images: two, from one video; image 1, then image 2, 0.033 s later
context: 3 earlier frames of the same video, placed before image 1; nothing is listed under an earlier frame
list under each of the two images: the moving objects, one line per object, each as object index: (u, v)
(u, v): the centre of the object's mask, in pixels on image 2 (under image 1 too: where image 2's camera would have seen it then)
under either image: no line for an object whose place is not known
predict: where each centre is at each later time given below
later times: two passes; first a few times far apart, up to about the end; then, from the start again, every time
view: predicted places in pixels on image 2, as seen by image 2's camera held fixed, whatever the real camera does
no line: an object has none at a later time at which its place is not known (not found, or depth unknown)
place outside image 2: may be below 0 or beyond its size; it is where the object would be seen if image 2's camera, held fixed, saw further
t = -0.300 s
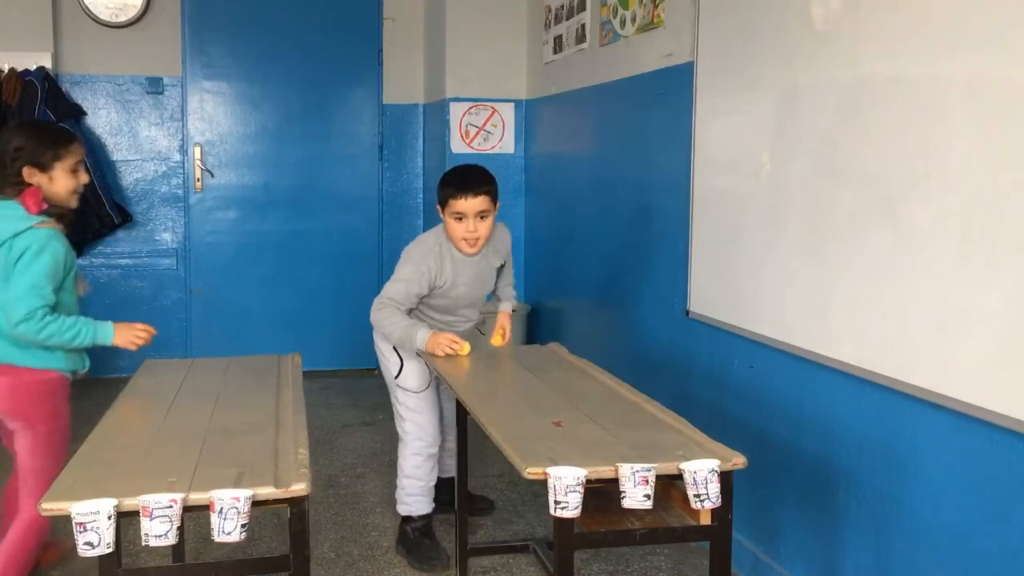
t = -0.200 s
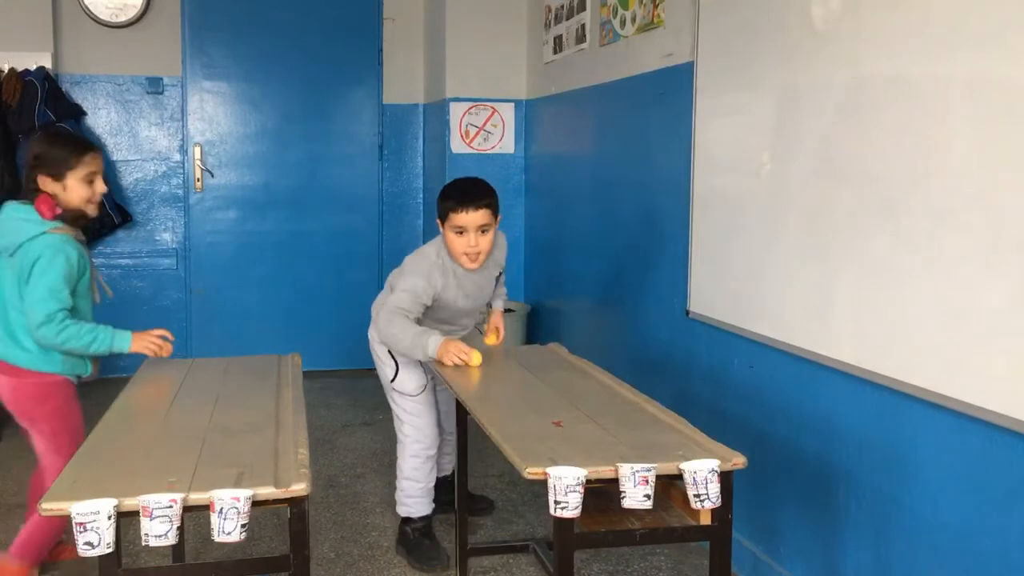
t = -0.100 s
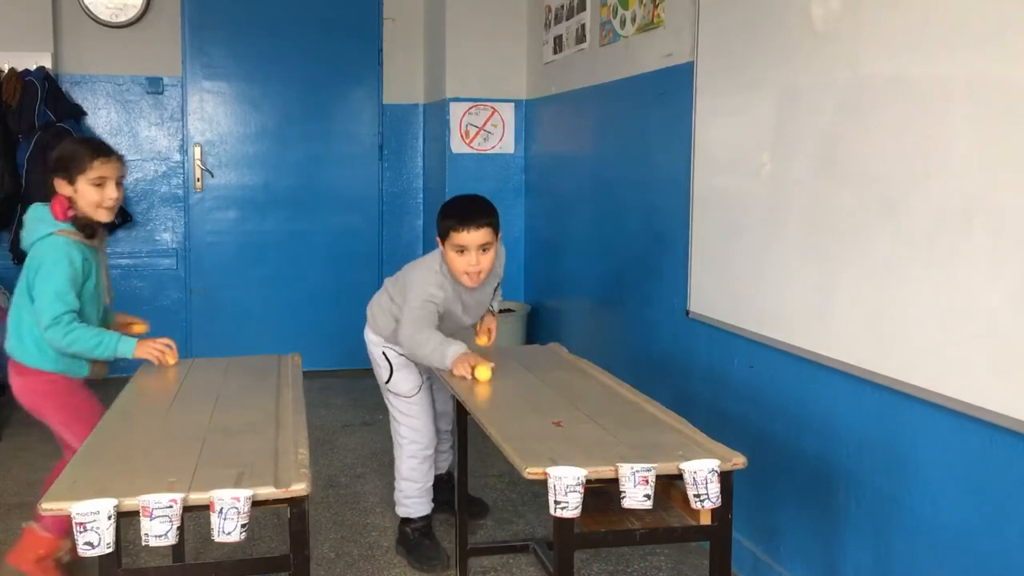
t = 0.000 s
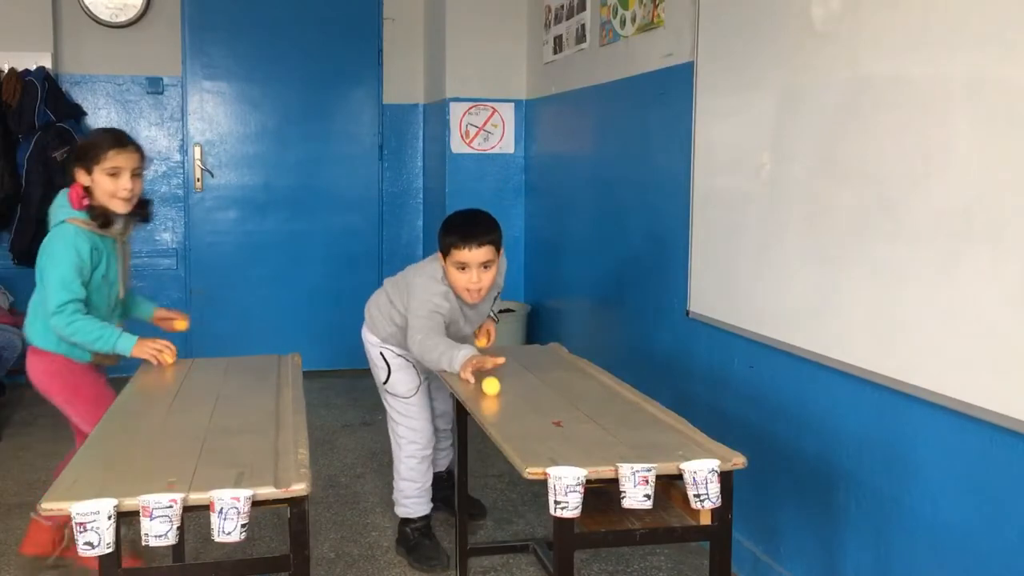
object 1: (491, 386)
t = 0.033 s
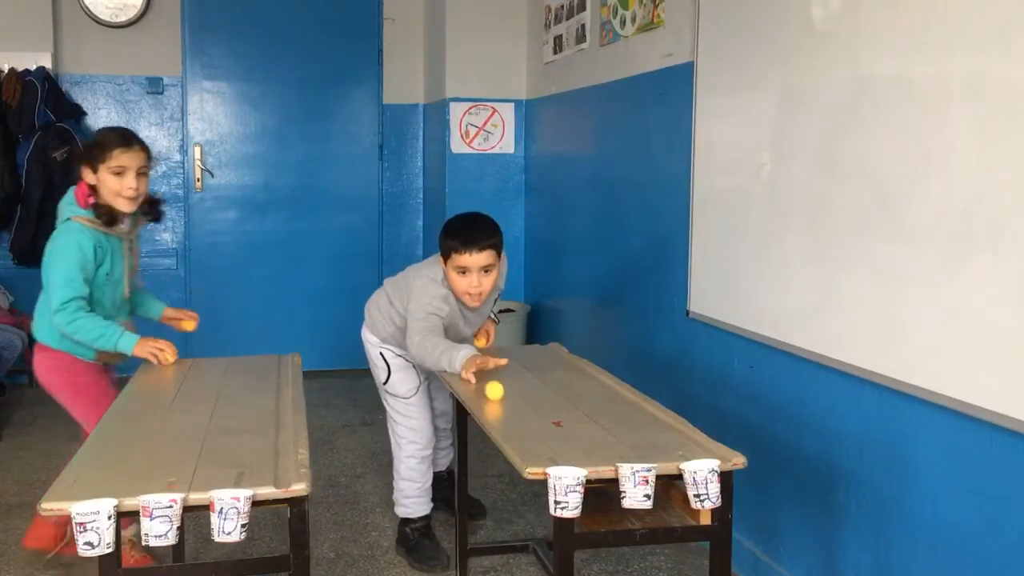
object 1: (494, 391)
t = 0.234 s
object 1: (520, 415)
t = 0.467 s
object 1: (569, 440)
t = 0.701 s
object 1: (610, 458)
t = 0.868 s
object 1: (606, 562)
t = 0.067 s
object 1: (498, 395)
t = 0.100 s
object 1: (502, 399)
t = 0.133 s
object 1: (506, 404)
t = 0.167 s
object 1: (510, 408)
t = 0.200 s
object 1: (515, 411)
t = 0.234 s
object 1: (520, 415)
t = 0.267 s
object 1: (526, 418)
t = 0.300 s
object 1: (532, 421)
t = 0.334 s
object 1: (539, 425)
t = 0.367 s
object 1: (546, 428)
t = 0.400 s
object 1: (552, 432)
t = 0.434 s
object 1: (560, 435)
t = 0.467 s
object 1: (569, 440)
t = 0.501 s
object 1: (577, 443)
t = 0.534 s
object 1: (586, 446)
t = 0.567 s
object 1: (595, 450)
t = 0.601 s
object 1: (604, 454)
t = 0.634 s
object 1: (608, 454)
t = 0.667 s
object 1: (610, 455)
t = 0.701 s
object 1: (610, 458)
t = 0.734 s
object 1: (609, 466)
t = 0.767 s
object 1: (609, 482)
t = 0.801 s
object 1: (608, 503)
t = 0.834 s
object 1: (607, 533)
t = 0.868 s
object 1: (606, 562)
